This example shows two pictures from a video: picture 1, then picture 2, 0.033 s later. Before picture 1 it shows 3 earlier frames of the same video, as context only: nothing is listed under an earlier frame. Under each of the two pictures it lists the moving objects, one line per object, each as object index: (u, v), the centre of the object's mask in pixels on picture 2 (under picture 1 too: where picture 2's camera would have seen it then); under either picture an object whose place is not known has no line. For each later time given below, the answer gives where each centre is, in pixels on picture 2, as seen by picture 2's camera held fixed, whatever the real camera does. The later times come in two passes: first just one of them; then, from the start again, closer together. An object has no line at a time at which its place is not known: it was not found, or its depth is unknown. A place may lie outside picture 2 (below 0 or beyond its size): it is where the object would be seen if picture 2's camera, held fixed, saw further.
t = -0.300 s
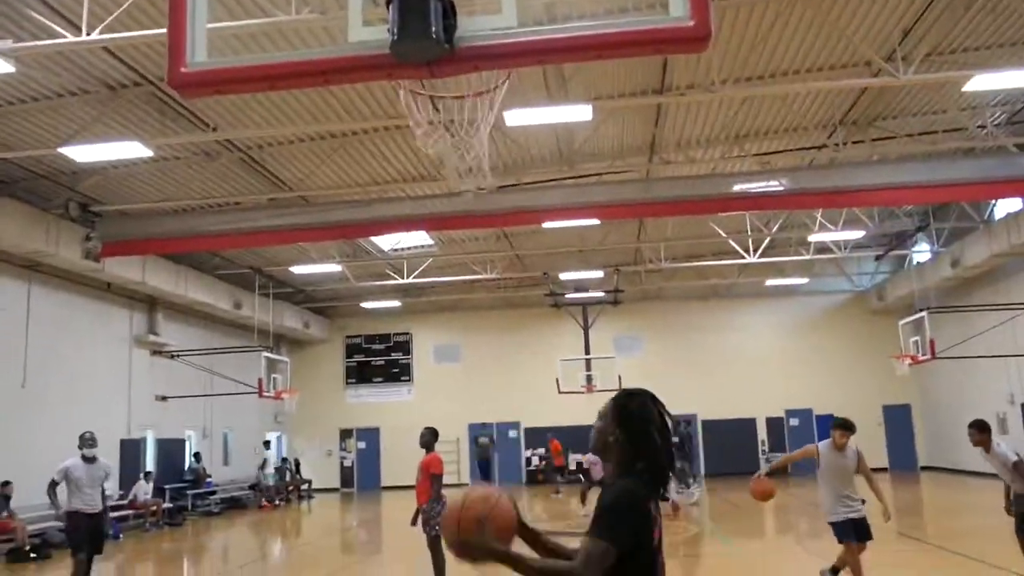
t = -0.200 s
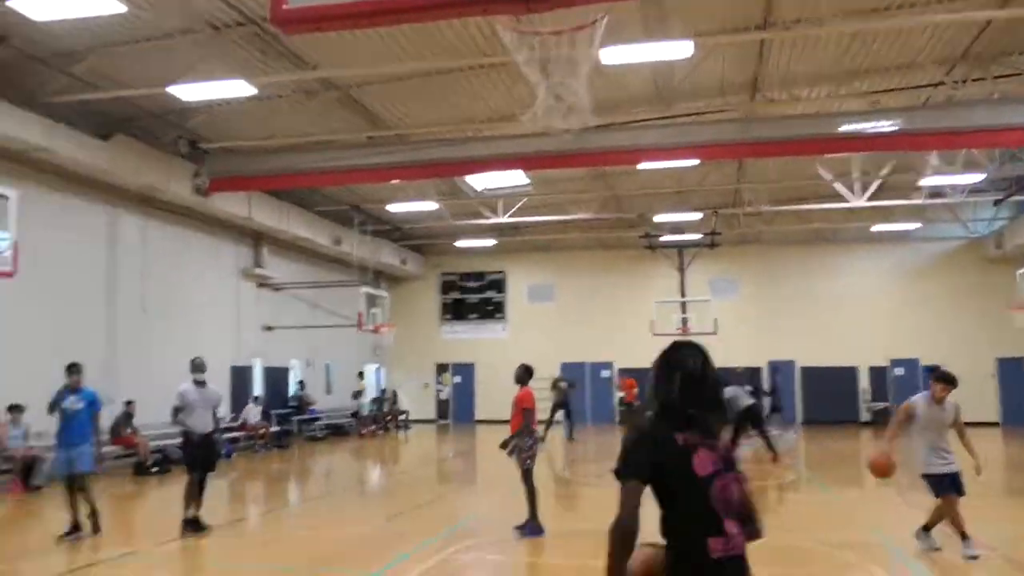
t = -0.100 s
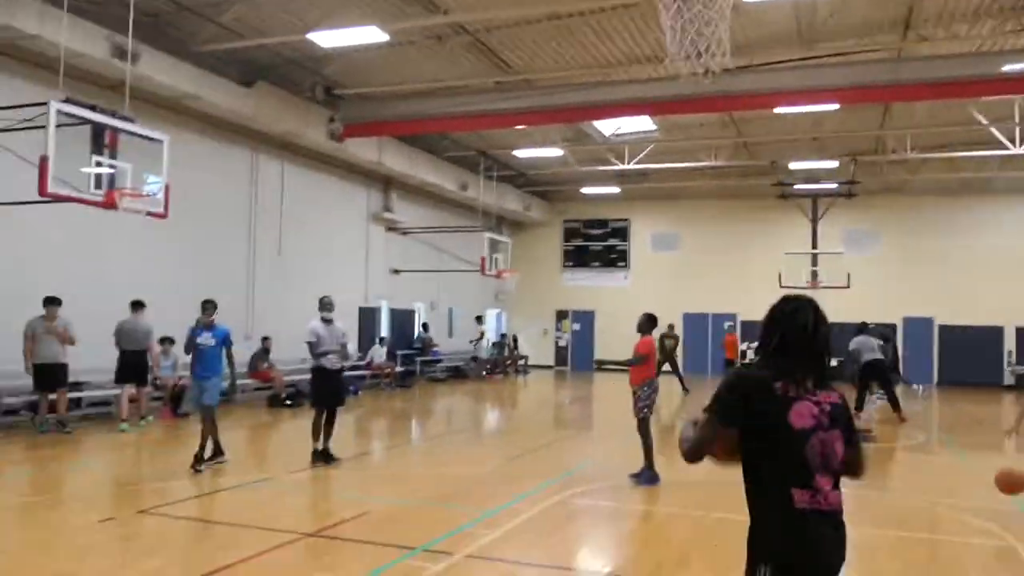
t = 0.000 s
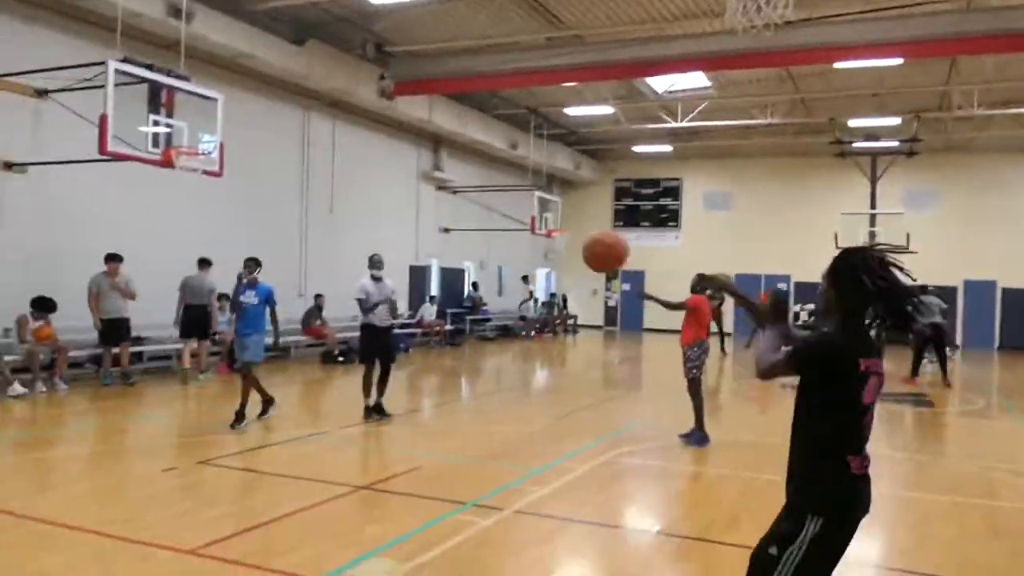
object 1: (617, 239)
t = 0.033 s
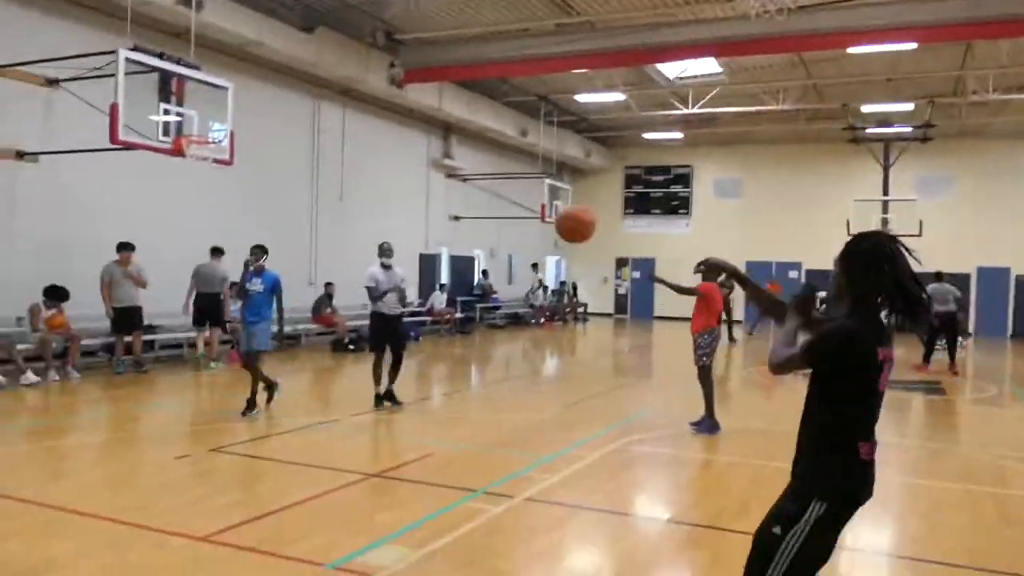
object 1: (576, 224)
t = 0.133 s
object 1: (495, 224)
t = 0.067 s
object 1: (544, 218)
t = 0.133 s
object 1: (495, 224)
